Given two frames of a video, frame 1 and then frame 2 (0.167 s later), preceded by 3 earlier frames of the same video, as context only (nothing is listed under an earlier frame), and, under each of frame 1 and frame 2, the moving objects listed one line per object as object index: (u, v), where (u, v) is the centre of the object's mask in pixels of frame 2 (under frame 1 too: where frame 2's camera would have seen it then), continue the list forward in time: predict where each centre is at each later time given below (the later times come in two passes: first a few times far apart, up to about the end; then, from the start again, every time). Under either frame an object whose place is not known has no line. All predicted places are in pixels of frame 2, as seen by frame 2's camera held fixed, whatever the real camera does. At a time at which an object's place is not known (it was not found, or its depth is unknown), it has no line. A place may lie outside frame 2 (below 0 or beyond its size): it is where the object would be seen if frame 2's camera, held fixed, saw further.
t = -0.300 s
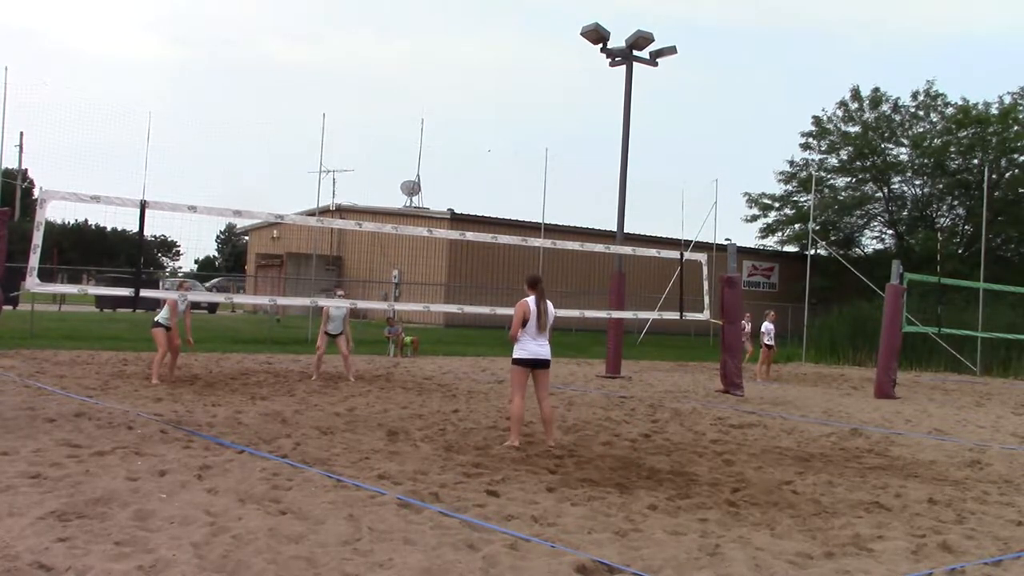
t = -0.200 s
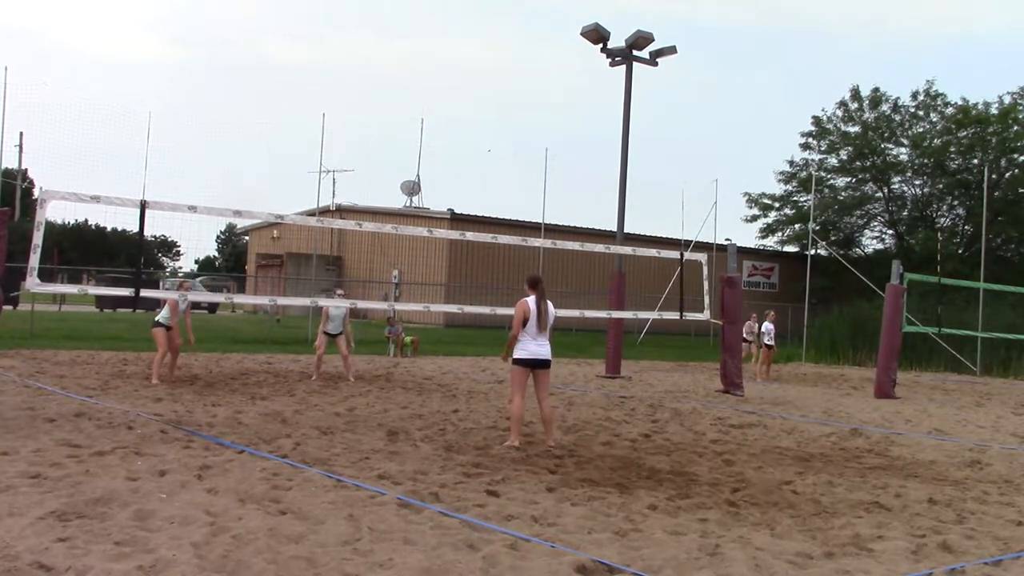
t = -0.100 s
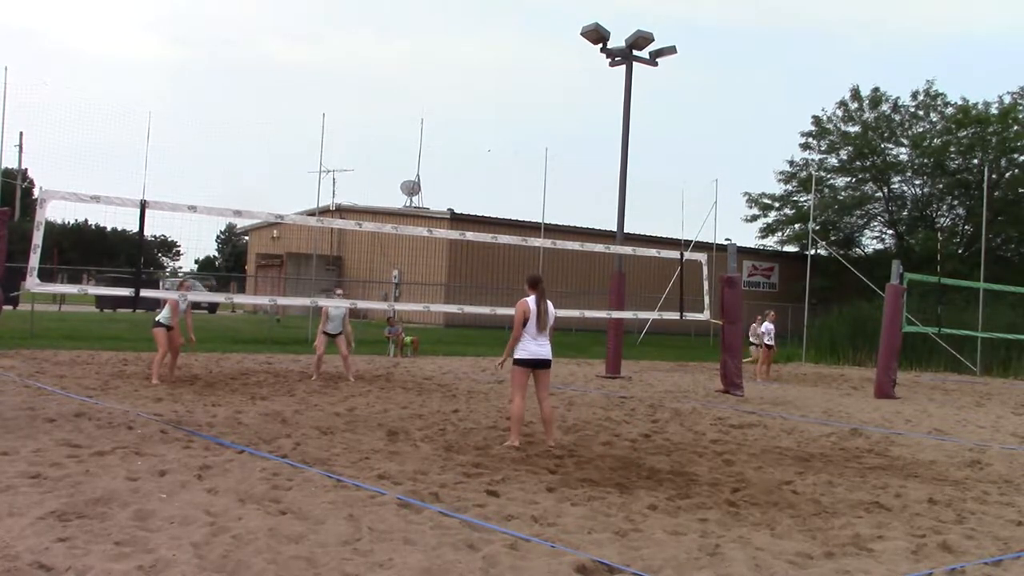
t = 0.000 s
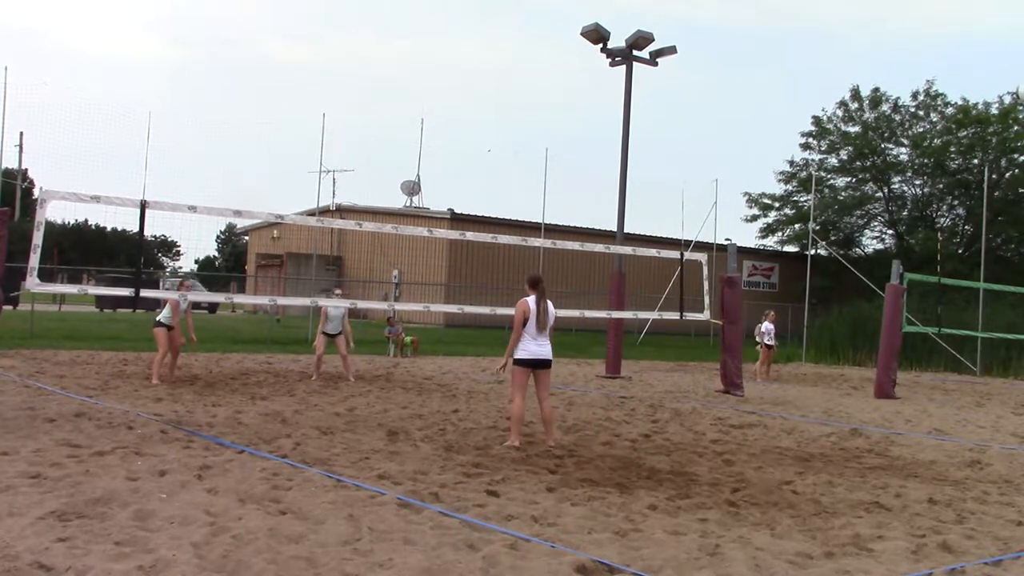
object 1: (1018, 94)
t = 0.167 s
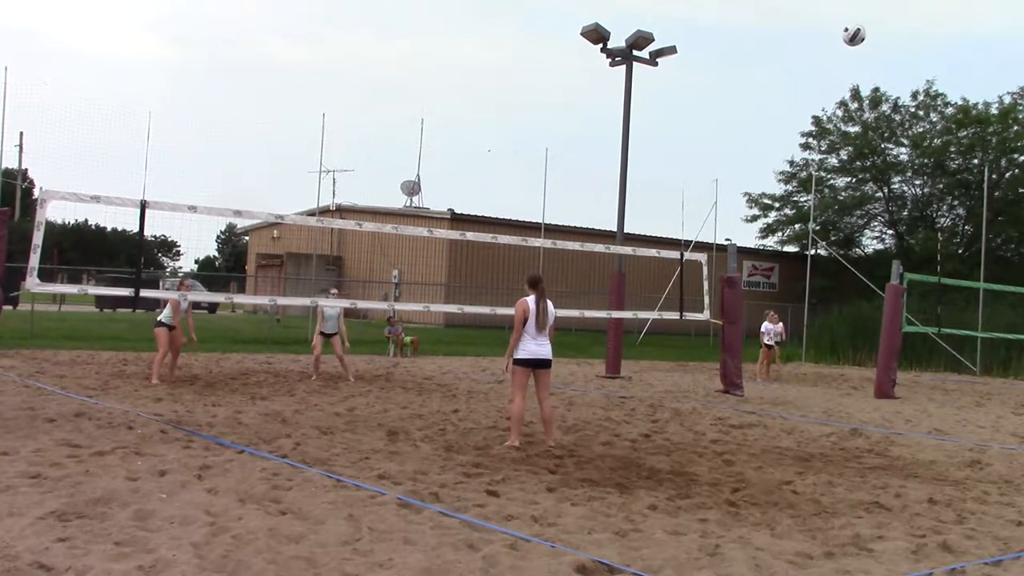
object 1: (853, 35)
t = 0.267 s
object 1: (769, 20)
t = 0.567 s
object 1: (578, 32)
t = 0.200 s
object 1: (824, 29)
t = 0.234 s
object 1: (796, 23)
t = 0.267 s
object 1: (769, 20)
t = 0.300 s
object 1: (744, 17)
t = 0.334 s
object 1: (720, 16)
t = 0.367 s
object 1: (697, 15)
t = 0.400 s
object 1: (675, 15)
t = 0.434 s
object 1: (654, 17)
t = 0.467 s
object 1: (634, 19)
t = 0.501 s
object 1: (615, 23)
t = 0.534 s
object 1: (596, 26)
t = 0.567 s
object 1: (578, 32)
